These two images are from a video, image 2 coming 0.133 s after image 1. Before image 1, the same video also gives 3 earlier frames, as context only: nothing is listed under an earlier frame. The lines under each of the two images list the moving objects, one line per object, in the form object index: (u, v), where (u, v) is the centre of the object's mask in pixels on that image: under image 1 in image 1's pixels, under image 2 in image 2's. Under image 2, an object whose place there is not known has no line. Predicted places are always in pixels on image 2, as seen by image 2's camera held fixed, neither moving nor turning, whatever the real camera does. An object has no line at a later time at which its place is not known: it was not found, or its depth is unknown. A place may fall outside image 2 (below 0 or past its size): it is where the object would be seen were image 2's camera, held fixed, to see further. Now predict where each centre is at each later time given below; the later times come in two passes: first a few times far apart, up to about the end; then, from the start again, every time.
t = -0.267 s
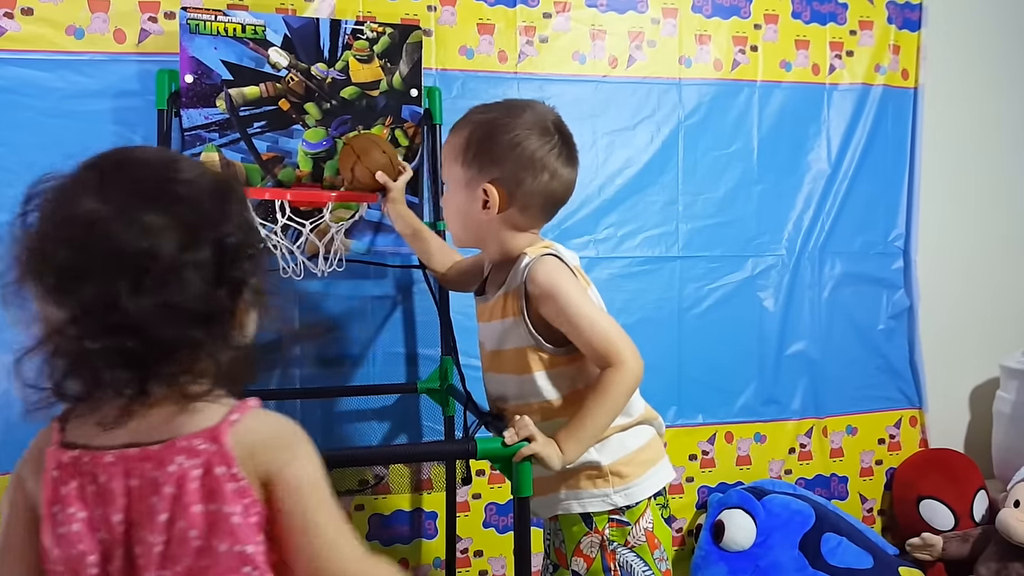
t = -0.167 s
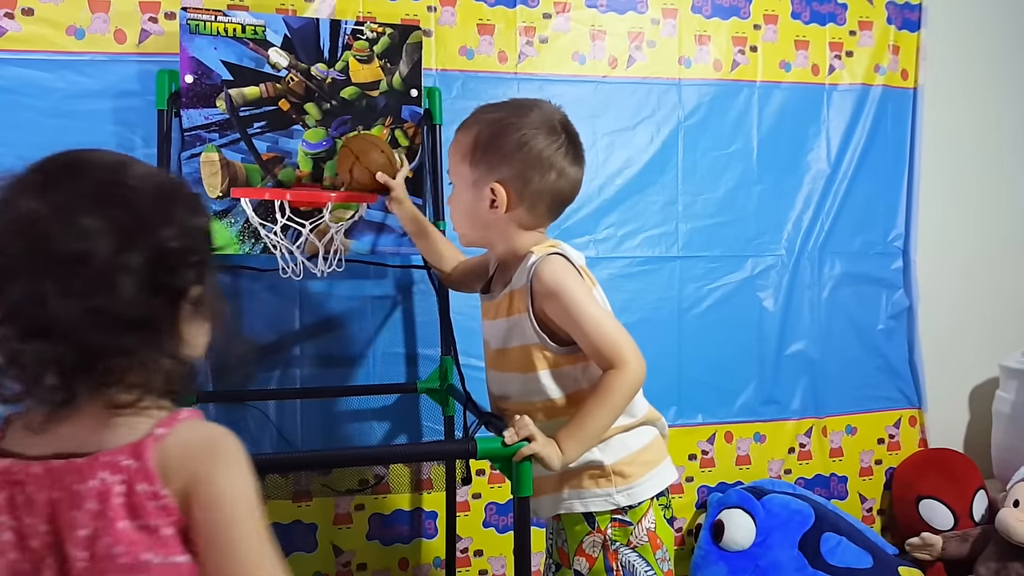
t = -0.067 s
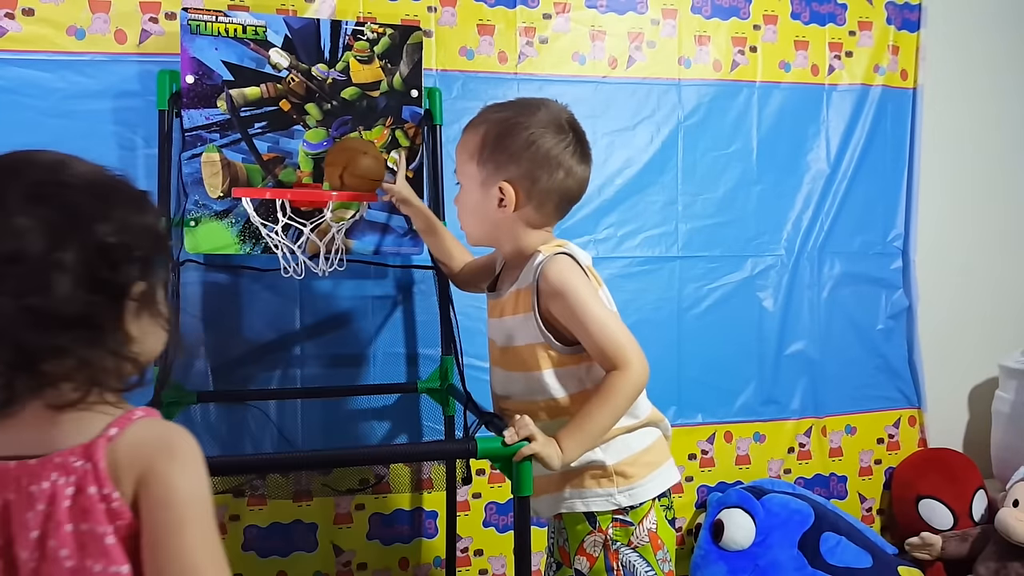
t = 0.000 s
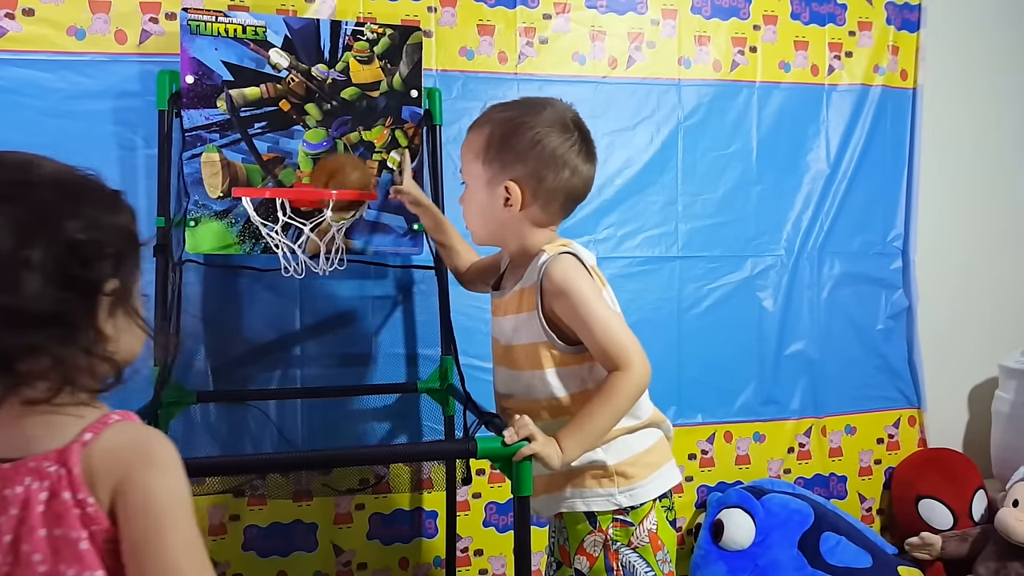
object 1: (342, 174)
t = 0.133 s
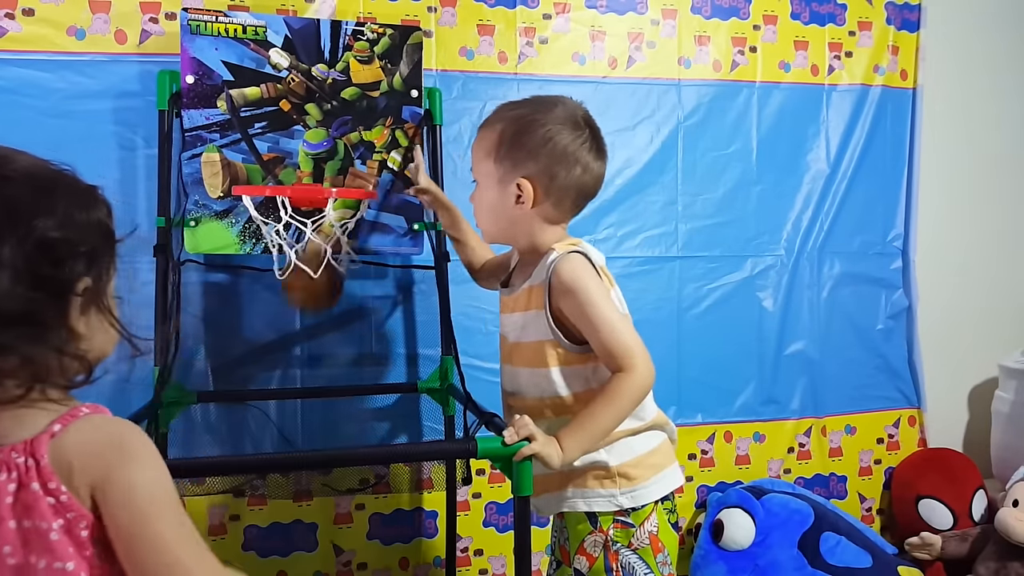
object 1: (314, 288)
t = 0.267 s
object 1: (276, 402)
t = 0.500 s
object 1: (240, 477)
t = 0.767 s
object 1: (262, 435)
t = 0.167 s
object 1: (303, 321)
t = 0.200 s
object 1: (298, 362)
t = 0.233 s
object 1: (288, 388)
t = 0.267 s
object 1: (276, 402)
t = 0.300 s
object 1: (268, 416)
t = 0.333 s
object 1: (262, 428)
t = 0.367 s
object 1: (254, 440)
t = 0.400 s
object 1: (246, 485)
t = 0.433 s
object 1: (243, 485)
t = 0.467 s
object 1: (238, 480)
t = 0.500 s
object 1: (240, 477)
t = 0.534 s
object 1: (243, 482)
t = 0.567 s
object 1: (244, 483)
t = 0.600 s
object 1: (248, 478)
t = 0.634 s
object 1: (252, 475)
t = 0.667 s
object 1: (252, 454)
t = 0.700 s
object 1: (255, 450)
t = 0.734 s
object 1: (259, 437)
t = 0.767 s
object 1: (262, 435)
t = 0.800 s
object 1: (266, 434)
